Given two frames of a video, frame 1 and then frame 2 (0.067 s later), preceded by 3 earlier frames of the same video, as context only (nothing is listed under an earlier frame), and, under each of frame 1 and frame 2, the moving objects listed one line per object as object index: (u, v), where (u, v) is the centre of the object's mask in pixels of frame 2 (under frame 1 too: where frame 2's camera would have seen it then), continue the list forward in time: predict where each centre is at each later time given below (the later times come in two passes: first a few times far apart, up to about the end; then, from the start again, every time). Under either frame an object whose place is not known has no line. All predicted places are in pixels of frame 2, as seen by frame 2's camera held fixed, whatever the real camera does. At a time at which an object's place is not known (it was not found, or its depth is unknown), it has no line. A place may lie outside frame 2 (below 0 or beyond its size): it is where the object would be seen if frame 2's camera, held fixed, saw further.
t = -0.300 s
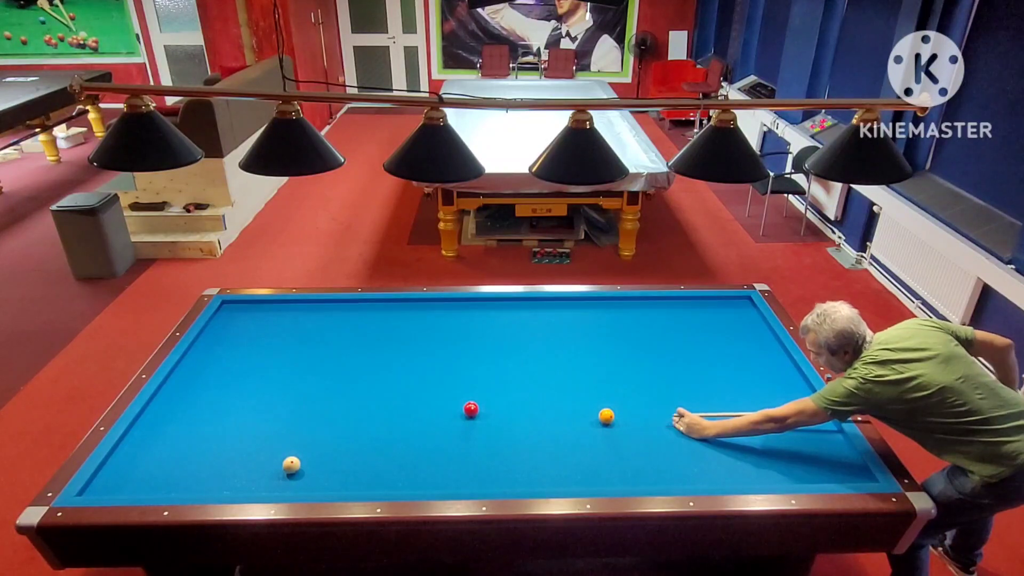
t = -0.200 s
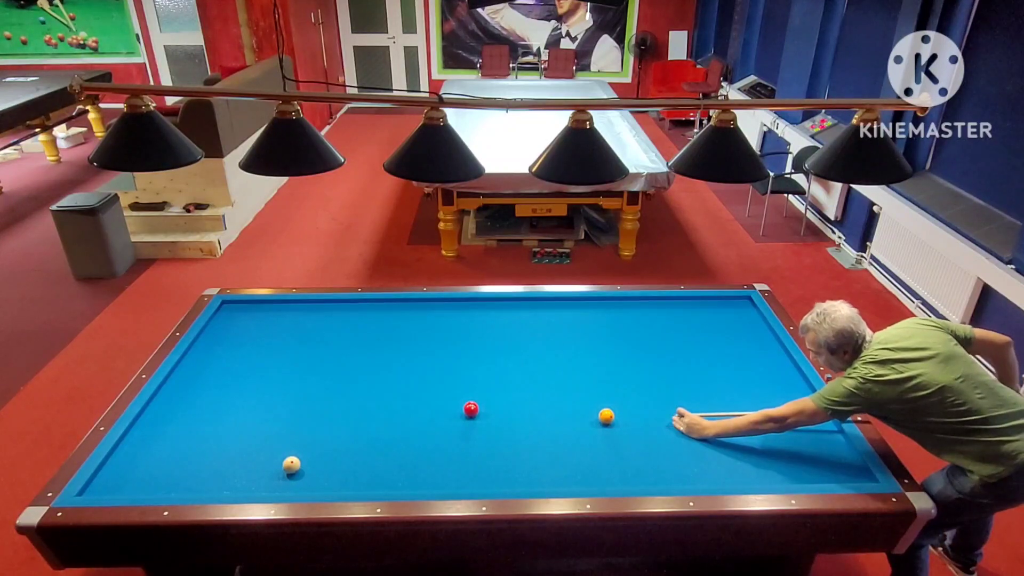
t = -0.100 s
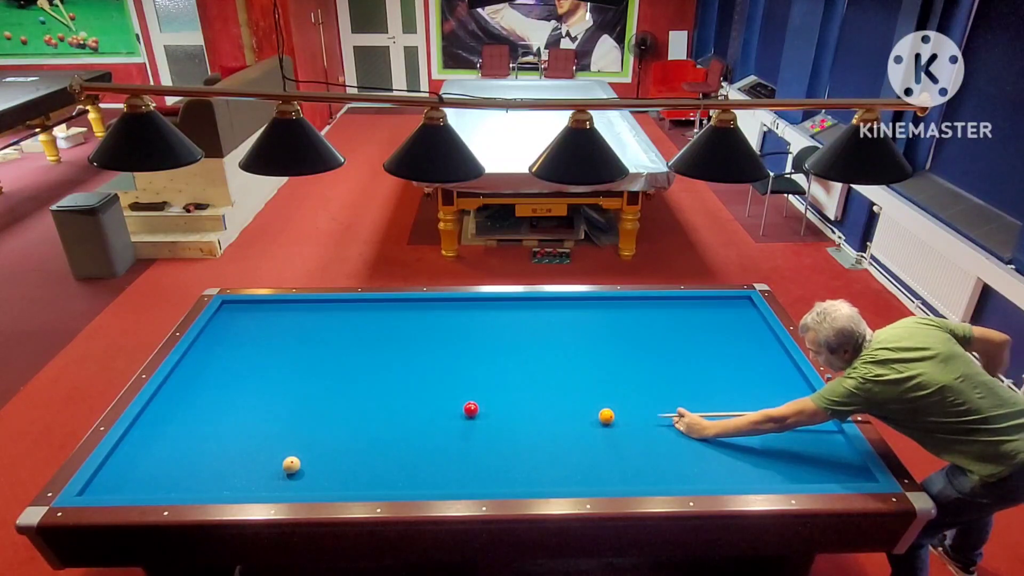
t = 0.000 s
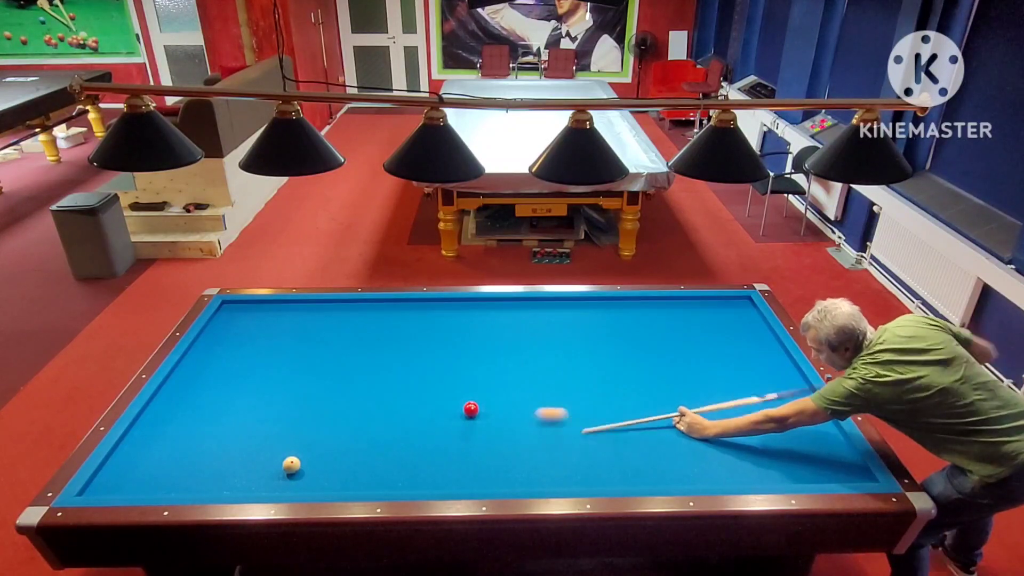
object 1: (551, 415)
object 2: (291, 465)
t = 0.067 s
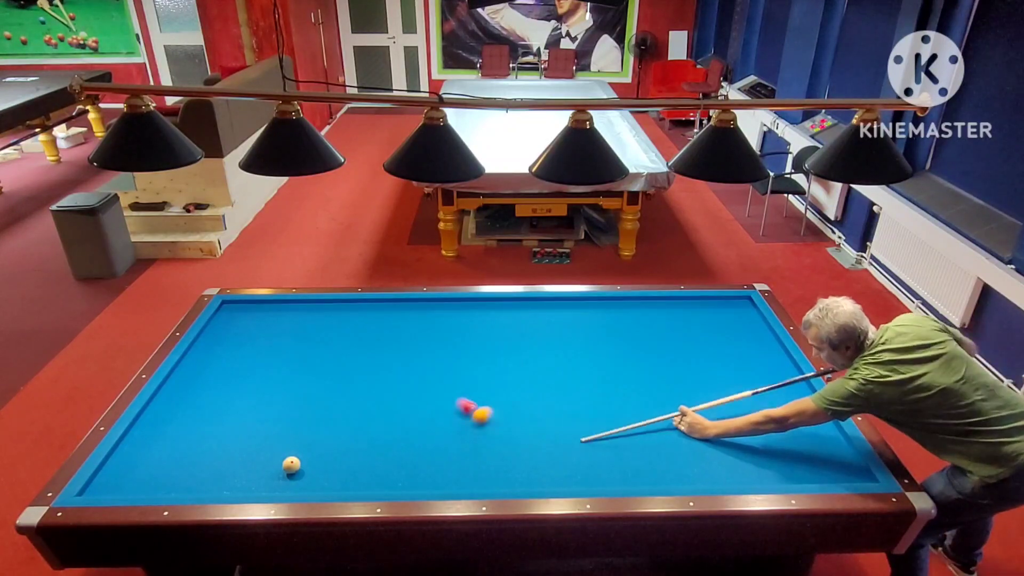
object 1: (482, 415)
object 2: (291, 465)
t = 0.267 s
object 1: (403, 482)
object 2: (291, 465)
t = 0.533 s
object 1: (382, 432)
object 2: (291, 465)
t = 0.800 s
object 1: (364, 397)
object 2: (291, 465)
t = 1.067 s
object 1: (349, 366)
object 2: (291, 465)
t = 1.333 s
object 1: (336, 340)
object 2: (291, 465)
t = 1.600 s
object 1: (325, 317)
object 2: (291, 465)
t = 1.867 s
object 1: (306, 306)
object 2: (291, 465)
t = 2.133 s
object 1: (269, 319)
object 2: (291, 465)
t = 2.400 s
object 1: (231, 330)
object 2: (291, 465)
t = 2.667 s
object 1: (200, 343)
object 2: (291, 465)
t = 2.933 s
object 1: (210, 356)
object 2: (291, 465)
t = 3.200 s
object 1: (219, 370)
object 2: (291, 465)
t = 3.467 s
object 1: (229, 385)
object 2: (291, 465)
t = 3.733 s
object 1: (239, 400)
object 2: (291, 465)
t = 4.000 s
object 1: (250, 416)
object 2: (291, 465)
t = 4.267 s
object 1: (261, 433)
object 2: (291, 465)
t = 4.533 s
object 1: (272, 450)
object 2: (291, 465)
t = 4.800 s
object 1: (277, 464)
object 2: (298, 469)
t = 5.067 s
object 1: (275, 473)
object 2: (310, 477)
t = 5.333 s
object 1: (272, 481)
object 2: (323, 483)
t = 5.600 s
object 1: (270, 486)
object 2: (335, 485)
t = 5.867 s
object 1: (272, 485)
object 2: (346, 482)
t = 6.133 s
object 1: (276, 483)
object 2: (355, 479)
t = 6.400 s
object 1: (278, 481)
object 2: (365, 476)
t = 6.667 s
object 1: (281, 479)
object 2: (373, 473)
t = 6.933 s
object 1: (282, 477)
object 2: (380, 471)
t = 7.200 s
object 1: (283, 477)
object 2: (386, 469)
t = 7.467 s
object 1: (283, 477)
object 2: (391, 467)
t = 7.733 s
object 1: (283, 477)
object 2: (395, 466)
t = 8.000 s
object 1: (283, 477)
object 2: (399, 465)
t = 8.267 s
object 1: (283, 477)
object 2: (402, 465)
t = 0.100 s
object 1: (469, 427)
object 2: (291, 465)
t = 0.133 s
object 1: (456, 438)
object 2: (291, 465)
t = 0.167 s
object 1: (443, 449)
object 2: (291, 465)
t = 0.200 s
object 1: (430, 461)
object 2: (291, 465)
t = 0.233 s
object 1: (417, 472)
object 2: (291, 465)
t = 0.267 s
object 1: (403, 482)
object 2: (291, 465)
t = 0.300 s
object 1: (396, 482)
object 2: (291, 465)
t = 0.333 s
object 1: (395, 474)
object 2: (291, 465)
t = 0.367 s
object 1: (393, 465)
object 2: (291, 465)
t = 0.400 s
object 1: (391, 457)
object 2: (291, 465)
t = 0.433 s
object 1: (389, 450)
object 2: (291, 465)
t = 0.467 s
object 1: (387, 444)
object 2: (291, 465)
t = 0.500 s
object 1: (384, 438)
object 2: (291, 465)
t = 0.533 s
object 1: (382, 432)
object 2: (291, 465)
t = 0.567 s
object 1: (380, 427)
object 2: (291, 465)
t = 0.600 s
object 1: (378, 423)
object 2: (291, 465)
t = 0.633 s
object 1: (375, 418)
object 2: (291, 465)
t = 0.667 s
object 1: (373, 414)
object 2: (291, 465)
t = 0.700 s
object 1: (371, 409)
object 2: (291, 465)
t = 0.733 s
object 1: (369, 405)
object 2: (291, 465)
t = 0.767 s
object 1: (367, 401)
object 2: (291, 465)
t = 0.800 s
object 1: (364, 397)
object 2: (291, 465)
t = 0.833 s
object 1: (362, 393)
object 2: (291, 465)
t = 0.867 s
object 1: (361, 388)
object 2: (291, 465)
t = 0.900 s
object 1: (359, 384)
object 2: (291, 465)
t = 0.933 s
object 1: (357, 381)
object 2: (291, 465)
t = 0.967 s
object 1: (355, 377)
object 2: (291, 465)
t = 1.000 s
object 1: (353, 373)
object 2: (291, 465)
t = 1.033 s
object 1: (351, 370)
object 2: (291, 465)
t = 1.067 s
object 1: (349, 366)
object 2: (291, 465)
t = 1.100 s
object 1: (348, 363)
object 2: (291, 465)
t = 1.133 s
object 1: (346, 359)
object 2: (291, 465)
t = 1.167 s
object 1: (344, 356)
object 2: (291, 465)
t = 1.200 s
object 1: (343, 353)
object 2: (291, 465)
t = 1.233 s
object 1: (341, 349)
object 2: (291, 465)
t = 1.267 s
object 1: (339, 346)
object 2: (291, 465)
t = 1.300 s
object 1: (338, 343)
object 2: (291, 465)
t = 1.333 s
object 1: (336, 340)
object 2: (291, 465)
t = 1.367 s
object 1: (335, 337)
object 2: (291, 465)
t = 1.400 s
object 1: (333, 334)
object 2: (291, 465)
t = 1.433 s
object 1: (332, 331)
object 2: (291, 465)
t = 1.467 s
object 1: (330, 328)
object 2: (291, 465)
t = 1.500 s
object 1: (329, 325)
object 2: (291, 465)
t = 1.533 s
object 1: (328, 322)
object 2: (291, 465)
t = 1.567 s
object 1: (326, 319)
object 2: (291, 465)
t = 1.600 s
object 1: (325, 317)
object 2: (291, 465)
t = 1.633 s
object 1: (323, 314)
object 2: (291, 465)
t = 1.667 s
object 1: (322, 312)
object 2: (291, 465)
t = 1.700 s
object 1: (321, 309)
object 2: (291, 465)
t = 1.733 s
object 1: (320, 306)
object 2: (291, 465)
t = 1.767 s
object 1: (318, 304)
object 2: (291, 465)
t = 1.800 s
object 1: (316, 303)
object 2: (291, 465)
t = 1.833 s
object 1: (311, 305)
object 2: (291, 465)
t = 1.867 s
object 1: (306, 306)
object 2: (291, 465)
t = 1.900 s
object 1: (302, 308)
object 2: (291, 465)
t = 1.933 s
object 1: (297, 310)
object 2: (291, 465)
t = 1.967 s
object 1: (292, 311)
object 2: (291, 465)
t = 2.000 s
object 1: (288, 313)
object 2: (291, 465)
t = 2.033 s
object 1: (283, 314)
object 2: (291, 465)
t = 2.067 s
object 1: (279, 316)
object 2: (291, 465)
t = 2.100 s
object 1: (274, 317)
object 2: (291, 465)
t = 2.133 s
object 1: (269, 319)
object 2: (291, 465)
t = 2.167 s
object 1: (264, 320)
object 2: (291, 465)
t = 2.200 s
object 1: (260, 322)
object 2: (291, 465)
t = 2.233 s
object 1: (255, 323)
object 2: (291, 465)
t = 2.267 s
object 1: (250, 324)
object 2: (291, 465)
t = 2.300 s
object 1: (245, 326)
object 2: (291, 465)
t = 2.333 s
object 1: (240, 327)
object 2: (291, 465)
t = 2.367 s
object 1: (236, 329)
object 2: (291, 465)
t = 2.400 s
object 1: (231, 330)
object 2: (291, 465)
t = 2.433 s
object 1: (226, 332)
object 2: (291, 465)
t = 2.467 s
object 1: (221, 333)
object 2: (291, 465)
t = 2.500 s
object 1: (216, 335)
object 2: (291, 465)
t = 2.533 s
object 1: (211, 337)
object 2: (291, 465)
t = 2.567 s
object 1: (206, 338)
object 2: (291, 465)
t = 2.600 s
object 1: (201, 340)
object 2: (291, 465)
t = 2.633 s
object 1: (199, 341)
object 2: (291, 465)
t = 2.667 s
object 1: (200, 343)
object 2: (291, 465)
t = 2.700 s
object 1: (202, 345)
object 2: (291, 465)
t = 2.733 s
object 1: (203, 346)
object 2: (291, 465)
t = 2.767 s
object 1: (204, 348)
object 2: (291, 465)
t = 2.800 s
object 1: (205, 350)
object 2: (291, 465)
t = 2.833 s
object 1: (206, 351)
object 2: (291, 465)
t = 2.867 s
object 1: (207, 353)
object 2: (291, 465)
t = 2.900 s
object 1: (209, 355)
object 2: (291, 465)
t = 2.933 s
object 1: (210, 356)
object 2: (291, 465)
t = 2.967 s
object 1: (211, 358)
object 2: (291, 465)
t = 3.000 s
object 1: (212, 360)
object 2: (291, 465)
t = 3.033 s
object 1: (213, 362)
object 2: (291, 465)
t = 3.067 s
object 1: (214, 363)
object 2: (291, 465)
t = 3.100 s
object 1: (216, 365)
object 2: (291, 465)
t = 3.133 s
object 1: (217, 367)
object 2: (291, 465)
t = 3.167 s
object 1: (218, 369)
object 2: (291, 465)
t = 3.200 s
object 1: (219, 370)
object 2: (291, 465)
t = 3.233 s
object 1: (220, 372)
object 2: (291, 465)
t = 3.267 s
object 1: (222, 374)
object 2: (291, 465)
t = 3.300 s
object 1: (223, 376)
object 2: (291, 465)
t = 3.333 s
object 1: (224, 378)
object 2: (291, 465)
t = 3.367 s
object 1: (225, 380)
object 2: (291, 465)
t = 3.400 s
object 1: (227, 381)
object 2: (291, 465)
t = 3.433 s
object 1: (228, 383)
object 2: (291, 465)
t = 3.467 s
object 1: (229, 385)
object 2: (291, 465)
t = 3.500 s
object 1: (230, 387)
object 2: (291, 465)
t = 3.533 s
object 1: (232, 389)
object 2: (291, 465)
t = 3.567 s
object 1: (233, 391)
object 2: (291, 465)
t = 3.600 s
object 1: (234, 393)
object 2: (291, 465)
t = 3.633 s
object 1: (235, 395)
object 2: (291, 465)
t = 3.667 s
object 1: (237, 396)
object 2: (291, 465)
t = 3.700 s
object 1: (238, 398)
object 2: (291, 465)
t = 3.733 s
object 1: (239, 400)
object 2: (291, 465)
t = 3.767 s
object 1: (241, 402)
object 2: (291, 465)
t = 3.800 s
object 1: (242, 404)
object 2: (291, 465)
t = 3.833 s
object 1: (243, 406)
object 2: (291, 465)
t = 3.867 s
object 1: (245, 408)
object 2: (291, 465)
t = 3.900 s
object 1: (246, 410)
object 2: (291, 465)
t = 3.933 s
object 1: (247, 412)
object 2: (291, 465)
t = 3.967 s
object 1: (249, 414)
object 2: (291, 465)
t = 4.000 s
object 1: (250, 416)
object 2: (291, 465)
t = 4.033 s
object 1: (251, 418)
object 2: (291, 465)
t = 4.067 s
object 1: (253, 420)
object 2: (291, 465)
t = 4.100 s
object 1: (254, 422)
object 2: (291, 465)
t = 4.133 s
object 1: (255, 424)
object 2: (291, 465)
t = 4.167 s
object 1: (257, 426)
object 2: (291, 465)
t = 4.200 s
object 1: (258, 429)
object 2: (291, 465)
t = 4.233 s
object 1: (260, 431)
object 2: (291, 465)
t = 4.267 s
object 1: (261, 433)
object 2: (291, 465)
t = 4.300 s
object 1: (262, 435)
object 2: (291, 465)
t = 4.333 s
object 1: (264, 437)
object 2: (291, 465)
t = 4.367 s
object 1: (265, 439)
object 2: (291, 465)
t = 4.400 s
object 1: (267, 441)
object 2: (291, 465)
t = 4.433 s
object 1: (268, 444)
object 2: (291, 465)
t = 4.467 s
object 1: (269, 446)
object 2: (291, 465)
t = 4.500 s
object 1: (271, 448)
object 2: (291, 465)
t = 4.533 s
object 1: (272, 450)
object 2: (291, 465)
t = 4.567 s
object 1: (274, 452)
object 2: (291, 465)
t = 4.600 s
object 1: (275, 454)
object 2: (291, 465)
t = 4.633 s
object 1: (276, 456)
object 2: (291, 465)
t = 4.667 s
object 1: (277, 458)
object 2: (291, 465)
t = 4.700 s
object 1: (278, 460)
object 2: (292, 465)
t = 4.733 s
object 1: (278, 461)
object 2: (294, 466)
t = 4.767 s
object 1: (278, 462)
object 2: (296, 468)
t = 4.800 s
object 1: (277, 464)
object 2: (298, 469)
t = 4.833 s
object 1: (277, 465)
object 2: (299, 470)
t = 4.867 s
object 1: (277, 466)
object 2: (301, 471)
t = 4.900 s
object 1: (276, 467)
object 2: (303, 472)
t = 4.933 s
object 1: (276, 468)
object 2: (304, 473)
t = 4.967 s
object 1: (276, 469)
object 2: (306, 474)
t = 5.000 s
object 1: (275, 470)
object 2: (307, 474)
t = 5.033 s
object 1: (275, 471)
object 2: (309, 476)
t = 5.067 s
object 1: (275, 473)
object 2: (310, 477)
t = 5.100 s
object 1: (274, 474)
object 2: (312, 478)
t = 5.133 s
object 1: (274, 475)
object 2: (314, 479)
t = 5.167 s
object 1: (274, 475)
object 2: (315, 479)
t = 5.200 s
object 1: (273, 477)
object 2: (317, 480)
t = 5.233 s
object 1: (273, 478)
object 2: (318, 481)
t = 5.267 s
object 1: (273, 479)
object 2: (320, 482)
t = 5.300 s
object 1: (273, 480)
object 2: (321, 483)
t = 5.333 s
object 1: (272, 481)
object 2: (323, 483)
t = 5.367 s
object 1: (272, 482)
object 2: (325, 484)
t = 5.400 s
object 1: (272, 483)
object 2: (326, 485)
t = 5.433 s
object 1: (271, 483)
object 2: (327, 485)
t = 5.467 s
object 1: (271, 484)
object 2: (329, 486)
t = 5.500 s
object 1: (271, 484)
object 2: (331, 486)
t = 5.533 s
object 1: (270, 485)
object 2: (332, 486)
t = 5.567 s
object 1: (270, 486)
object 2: (334, 485)
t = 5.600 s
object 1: (270, 486)
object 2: (335, 485)
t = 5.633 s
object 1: (269, 487)
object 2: (336, 485)
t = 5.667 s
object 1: (269, 487)
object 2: (338, 484)
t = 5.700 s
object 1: (270, 487)
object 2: (339, 484)
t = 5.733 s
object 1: (270, 487)
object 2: (340, 484)
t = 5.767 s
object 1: (271, 486)
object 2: (342, 483)
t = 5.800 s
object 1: (271, 486)
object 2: (343, 483)
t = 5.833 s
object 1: (272, 486)
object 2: (344, 482)
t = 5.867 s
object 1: (272, 485)
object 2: (346, 482)
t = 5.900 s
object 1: (273, 485)
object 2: (347, 482)
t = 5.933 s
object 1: (273, 485)
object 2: (348, 482)
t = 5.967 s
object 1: (274, 484)
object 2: (349, 481)
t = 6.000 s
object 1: (274, 484)
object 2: (351, 481)
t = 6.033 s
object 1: (275, 484)
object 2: (352, 480)
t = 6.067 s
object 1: (275, 484)
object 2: (353, 480)
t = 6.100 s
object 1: (275, 483)
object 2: (354, 480)
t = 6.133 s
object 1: (276, 483)
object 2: (355, 479)
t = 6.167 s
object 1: (276, 483)
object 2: (357, 479)
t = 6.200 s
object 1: (276, 483)
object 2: (358, 478)
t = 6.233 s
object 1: (277, 482)
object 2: (359, 478)
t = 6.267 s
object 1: (277, 482)
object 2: (360, 478)
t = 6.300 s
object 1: (277, 482)
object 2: (361, 477)
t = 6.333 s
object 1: (278, 481)
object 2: (362, 477)
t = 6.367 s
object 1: (278, 481)
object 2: (363, 476)
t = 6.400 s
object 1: (278, 481)
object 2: (365, 476)
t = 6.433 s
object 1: (279, 481)
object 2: (365, 476)
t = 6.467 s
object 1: (279, 480)
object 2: (367, 475)
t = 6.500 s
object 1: (279, 480)
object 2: (368, 475)
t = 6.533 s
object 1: (280, 480)
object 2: (369, 474)
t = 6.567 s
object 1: (280, 479)
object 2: (370, 474)
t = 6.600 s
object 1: (280, 479)
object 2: (371, 474)
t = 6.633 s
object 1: (280, 479)
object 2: (372, 474)
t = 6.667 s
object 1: (281, 479)
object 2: (373, 473)
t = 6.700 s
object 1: (281, 478)
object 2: (374, 473)
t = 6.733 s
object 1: (281, 478)
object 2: (374, 473)
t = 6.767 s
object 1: (281, 478)
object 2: (375, 473)
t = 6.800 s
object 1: (281, 478)
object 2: (376, 472)
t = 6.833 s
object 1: (282, 478)
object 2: (377, 472)
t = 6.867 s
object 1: (282, 478)
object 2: (378, 472)
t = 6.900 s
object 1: (282, 478)
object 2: (379, 472)
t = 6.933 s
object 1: (282, 477)
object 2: (380, 471)
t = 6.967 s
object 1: (282, 477)
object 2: (381, 471)
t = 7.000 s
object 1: (282, 477)
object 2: (381, 471)
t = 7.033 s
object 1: (282, 477)
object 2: (382, 470)
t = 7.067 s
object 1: (283, 477)
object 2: (383, 470)
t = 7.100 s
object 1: (283, 477)
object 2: (383, 470)
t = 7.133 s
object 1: (283, 477)
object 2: (384, 470)
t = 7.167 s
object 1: (283, 477)
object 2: (385, 470)
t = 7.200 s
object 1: (283, 477)
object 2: (386, 469)
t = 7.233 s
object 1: (283, 477)
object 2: (387, 469)
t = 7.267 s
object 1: (283, 477)
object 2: (387, 469)
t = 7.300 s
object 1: (283, 477)
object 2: (388, 468)
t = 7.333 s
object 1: (283, 477)
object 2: (389, 468)
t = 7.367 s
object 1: (283, 477)
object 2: (389, 468)
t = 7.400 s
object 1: (283, 477)
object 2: (390, 468)
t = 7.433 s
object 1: (283, 477)
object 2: (390, 468)
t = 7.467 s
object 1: (283, 477)
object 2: (391, 467)
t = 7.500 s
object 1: (283, 477)
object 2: (392, 467)
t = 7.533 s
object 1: (283, 477)
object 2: (392, 467)
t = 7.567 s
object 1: (283, 477)
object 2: (393, 467)
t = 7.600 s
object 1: (283, 477)
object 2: (393, 467)
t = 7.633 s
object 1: (283, 477)
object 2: (394, 466)
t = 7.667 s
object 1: (283, 477)
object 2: (394, 466)
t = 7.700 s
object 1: (283, 477)
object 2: (395, 466)
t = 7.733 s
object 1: (283, 477)
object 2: (395, 466)
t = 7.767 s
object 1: (283, 477)
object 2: (396, 466)
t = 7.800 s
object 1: (283, 477)
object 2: (396, 466)
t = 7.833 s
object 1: (283, 477)
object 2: (397, 466)
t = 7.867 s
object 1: (283, 477)
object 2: (397, 466)
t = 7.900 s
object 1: (283, 477)
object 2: (398, 466)
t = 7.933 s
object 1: (283, 477)
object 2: (398, 465)
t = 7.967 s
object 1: (283, 477)
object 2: (399, 465)
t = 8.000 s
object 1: (283, 477)
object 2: (399, 465)
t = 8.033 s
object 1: (283, 477)
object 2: (399, 465)
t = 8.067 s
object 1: (283, 477)
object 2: (400, 465)
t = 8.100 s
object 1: (283, 477)
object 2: (400, 465)
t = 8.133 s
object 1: (283, 477)
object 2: (401, 465)
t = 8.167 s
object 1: (283, 477)
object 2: (401, 465)
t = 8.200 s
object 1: (283, 477)
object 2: (401, 465)
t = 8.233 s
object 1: (283, 477)
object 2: (401, 465)
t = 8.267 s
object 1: (283, 477)
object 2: (402, 465)
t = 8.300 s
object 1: (283, 477)
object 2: (402, 465)
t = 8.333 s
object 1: (283, 477)
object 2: (402, 465)
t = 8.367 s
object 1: (283, 477)
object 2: (402, 465)
